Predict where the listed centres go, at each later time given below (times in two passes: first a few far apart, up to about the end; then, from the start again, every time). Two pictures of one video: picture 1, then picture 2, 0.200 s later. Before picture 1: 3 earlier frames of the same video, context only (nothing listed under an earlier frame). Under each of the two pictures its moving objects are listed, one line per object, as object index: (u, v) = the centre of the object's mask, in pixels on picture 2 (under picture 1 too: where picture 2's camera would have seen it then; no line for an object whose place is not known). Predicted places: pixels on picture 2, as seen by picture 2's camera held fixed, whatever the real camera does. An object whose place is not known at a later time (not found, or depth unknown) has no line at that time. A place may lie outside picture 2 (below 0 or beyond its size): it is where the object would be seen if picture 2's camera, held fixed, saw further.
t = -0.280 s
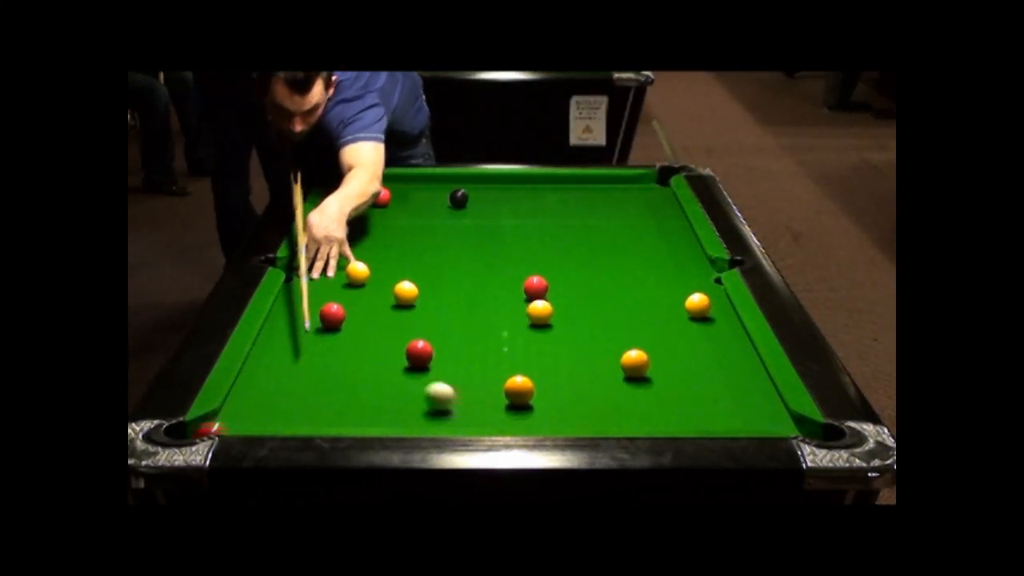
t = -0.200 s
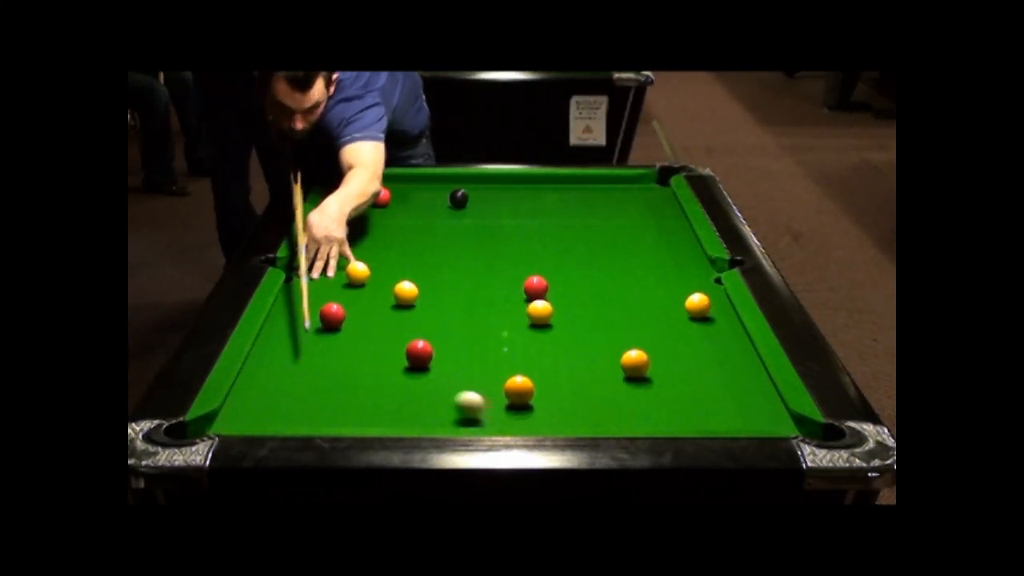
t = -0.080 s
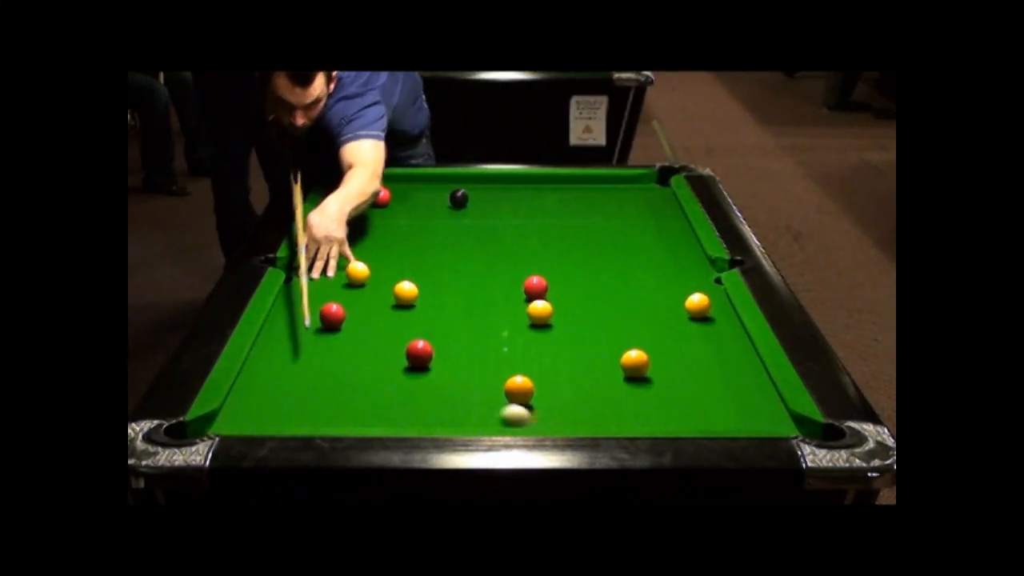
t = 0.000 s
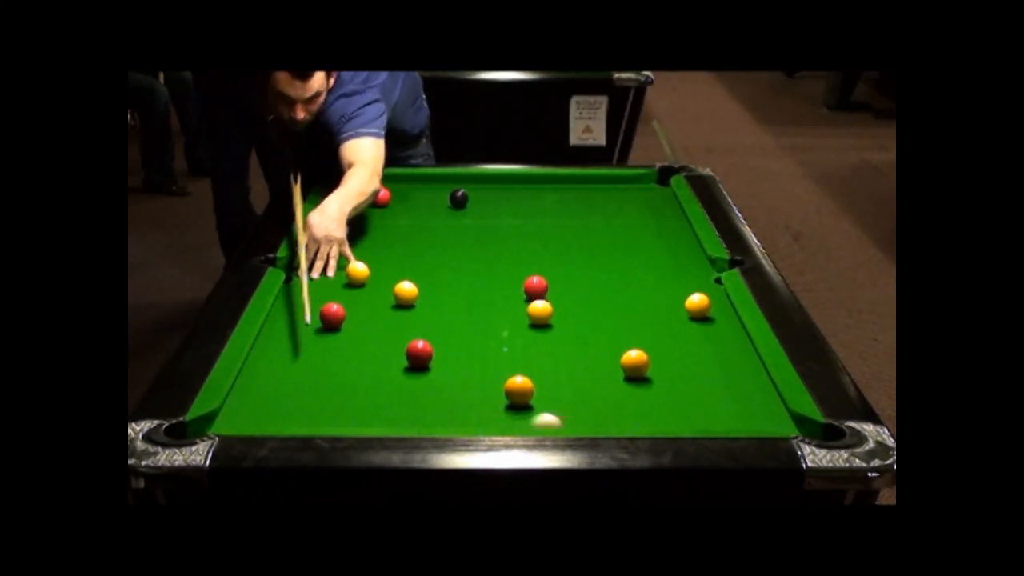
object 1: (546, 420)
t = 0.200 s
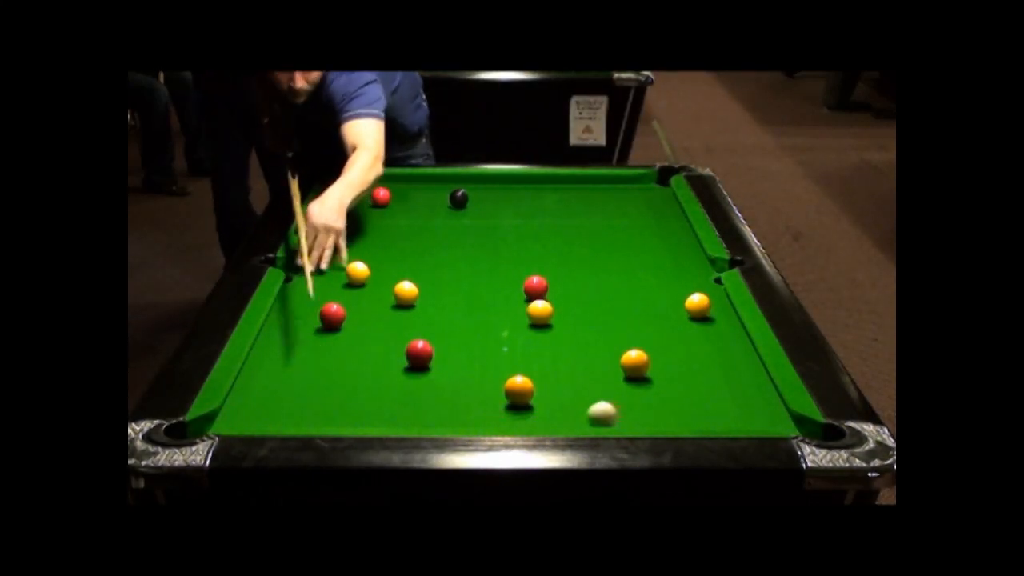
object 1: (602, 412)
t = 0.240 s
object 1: (612, 410)
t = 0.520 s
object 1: (682, 398)
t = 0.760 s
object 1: (735, 386)
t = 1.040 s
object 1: (730, 375)
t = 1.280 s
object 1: (691, 367)
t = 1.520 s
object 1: (658, 359)
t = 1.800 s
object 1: (631, 344)
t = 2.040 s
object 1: (611, 342)
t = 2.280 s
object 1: (594, 336)
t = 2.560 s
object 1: (577, 330)
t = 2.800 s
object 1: (565, 325)
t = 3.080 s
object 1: (554, 321)
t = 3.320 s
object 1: (549, 320)
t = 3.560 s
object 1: (549, 320)
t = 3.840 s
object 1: (549, 320)
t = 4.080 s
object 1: (549, 320)
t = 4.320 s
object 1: (549, 320)
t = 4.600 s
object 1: (549, 320)
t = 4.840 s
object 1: (549, 320)
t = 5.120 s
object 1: (548, 320)
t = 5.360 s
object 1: (548, 319)
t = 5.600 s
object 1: (548, 320)
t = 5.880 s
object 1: (548, 320)
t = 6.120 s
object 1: (548, 320)
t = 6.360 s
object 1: (545, 320)
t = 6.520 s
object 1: (548, 319)
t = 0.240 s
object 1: (612, 410)
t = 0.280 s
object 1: (623, 410)
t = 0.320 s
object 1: (634, 409)
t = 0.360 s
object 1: (644, 407)
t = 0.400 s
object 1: (654, 405)
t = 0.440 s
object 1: (663, 403)
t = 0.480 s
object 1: (673, 400)
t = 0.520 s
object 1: (682, 398)
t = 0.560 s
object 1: (692, 397)
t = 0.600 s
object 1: (701, 394)
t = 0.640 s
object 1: (709, 392)
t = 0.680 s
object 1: (719, 391)
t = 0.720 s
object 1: (727, 388)
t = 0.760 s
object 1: (735, 386)
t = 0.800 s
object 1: (744, 384)
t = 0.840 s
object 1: (753, 383)
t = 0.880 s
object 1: (759, 381)
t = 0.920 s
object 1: (751, 379)
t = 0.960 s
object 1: (744, 378)
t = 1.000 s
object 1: (737, 376)
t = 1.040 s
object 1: (730, 375)
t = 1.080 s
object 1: (723, 373)
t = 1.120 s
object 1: (716, 372)
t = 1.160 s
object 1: (710, 370)
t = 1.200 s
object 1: (703, 369)
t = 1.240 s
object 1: (697, 368)
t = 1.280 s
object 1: (691, 367)
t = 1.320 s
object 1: (685, 365)
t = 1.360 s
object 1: (679, 364)
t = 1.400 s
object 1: (673, 363)
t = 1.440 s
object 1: (667, 361)
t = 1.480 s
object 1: (663, 361)
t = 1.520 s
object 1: (658, 359)
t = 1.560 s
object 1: (655, 357)
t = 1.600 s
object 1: (651, 355)
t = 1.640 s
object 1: (648, 353)
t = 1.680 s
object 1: (644, 350)
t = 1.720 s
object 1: (640, 348)
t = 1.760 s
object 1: (635, 346)
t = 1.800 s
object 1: (631, 344)
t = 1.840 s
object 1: (627, 344)
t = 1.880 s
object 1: (623, 343)
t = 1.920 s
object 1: (620, 343)
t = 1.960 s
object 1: (617, 343)
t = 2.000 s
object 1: (614, 342)
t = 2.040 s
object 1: (611, 342)
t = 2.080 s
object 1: (608, 341)
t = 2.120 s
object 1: (606, 340)
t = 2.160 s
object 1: (603, 339)
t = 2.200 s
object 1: (600, 338)
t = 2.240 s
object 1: (597, 337)
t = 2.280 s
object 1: (594, 336)
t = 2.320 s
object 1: (592, 335)
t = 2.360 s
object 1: (589, 335)
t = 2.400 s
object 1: (586, 334)
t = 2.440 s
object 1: (584, 333)
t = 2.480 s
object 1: (582, 331)
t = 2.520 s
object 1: (579, 331)
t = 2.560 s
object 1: (577, 330)
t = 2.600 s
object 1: (575, 329)
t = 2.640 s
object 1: (573, 328)
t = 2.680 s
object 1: (571, 328)
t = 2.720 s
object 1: (569, 327)
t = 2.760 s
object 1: (567, 326)
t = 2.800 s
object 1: (565, 325)
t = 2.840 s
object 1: (563, 324)
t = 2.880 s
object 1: (562, 324)
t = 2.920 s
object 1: (560, 323)
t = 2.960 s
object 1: (558, 323)
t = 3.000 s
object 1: (557, 322)
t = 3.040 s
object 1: (555, 322)
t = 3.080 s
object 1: (554, 321)
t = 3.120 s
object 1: (552, 321)
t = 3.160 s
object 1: (551, 320)
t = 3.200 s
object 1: (550, 320)
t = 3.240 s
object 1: (550, 320)
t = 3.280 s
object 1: (550, 320)
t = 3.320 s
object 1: (549, 320)
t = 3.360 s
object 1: (549, 320)
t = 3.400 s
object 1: (549, 320)
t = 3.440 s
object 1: (549, 320)
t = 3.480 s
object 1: (549, 320)
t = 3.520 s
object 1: (549, 320)
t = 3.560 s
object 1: (549, 320)
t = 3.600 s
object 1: (549, 320)
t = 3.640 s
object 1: (549, 320)
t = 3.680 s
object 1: (549, 320)
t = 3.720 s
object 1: (549, 320)
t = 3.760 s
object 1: (549, 320)
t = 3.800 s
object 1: (549, 320)
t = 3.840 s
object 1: (549, 320)
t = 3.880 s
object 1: (549, 320)
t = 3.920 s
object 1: (549, 320)
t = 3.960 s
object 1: (549, 320)
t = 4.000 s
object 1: (549, 320)
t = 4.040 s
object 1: (549, 320)
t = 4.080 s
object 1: (549, 320)
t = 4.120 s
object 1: (549, 320)
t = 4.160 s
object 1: (549, 320)
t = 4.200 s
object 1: (549, 320)
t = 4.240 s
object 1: (549, 320)
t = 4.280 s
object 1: (549, 320)
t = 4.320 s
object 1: (549, 320)
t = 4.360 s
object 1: (549, 320)
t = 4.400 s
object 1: (549, 320)
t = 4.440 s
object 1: (549, 320)
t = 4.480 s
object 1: (549, 320)
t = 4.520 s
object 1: (549, 320)
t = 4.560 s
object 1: (549, 320)
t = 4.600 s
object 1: (549, 320)
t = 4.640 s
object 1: (549, 320)
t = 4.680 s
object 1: (549, 320)
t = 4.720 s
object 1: (549, 320)
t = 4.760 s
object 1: (549, 320)
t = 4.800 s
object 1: (549, 320)
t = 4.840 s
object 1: (549, 320)
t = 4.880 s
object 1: (549, 320)
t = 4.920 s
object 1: (549, 320)
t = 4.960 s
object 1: (548, 320)
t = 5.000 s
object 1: (549, 320)
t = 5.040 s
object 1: (548, 320)
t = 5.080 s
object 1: (548, 320)
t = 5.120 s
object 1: (548, 320)
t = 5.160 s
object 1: (548, 320)
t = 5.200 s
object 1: (548, 320)
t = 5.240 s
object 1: (548, 320)
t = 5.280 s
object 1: (548, 320)
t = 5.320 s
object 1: (548, 320)
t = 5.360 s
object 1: (548, 319)
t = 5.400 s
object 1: (548, 320)
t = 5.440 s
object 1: (548, 320)
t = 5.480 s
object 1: (548, 320)
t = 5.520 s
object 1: (548, 320)
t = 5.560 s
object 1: (548, 320)
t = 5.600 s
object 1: (548, 320)
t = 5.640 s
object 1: (548, 320)
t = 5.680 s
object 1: (548, 320)
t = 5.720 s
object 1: (548, 320)
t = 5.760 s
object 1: (548, 320)
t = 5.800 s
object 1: (548, 320)
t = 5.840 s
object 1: (548, 320)
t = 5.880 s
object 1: (548, 320)
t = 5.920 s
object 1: (548, 320)
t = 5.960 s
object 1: (548, 320)
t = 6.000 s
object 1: (548, 320)
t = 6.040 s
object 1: (548, 320)
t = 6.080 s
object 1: (548, 320)
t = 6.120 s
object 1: (548, 320)
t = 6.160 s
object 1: (548, 320)
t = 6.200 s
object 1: (548, 320)
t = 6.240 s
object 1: (548, 320)
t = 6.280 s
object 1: (548, 320)
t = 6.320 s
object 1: (548, 320)
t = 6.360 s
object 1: (545, 320)
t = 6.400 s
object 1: (545, 320)
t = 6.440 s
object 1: (545, 320)
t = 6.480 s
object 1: (547, 319)
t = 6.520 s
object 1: (548, 319)
